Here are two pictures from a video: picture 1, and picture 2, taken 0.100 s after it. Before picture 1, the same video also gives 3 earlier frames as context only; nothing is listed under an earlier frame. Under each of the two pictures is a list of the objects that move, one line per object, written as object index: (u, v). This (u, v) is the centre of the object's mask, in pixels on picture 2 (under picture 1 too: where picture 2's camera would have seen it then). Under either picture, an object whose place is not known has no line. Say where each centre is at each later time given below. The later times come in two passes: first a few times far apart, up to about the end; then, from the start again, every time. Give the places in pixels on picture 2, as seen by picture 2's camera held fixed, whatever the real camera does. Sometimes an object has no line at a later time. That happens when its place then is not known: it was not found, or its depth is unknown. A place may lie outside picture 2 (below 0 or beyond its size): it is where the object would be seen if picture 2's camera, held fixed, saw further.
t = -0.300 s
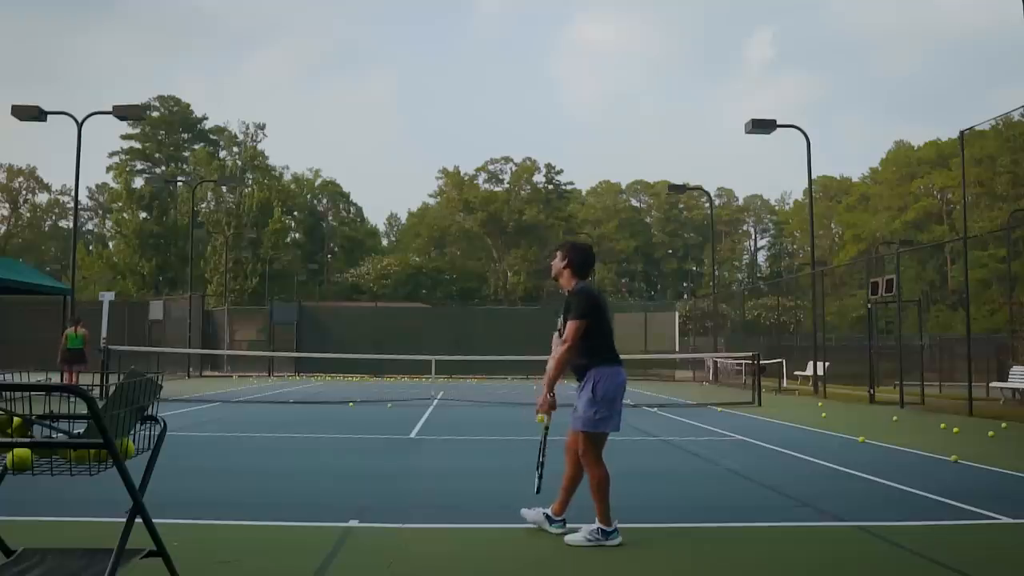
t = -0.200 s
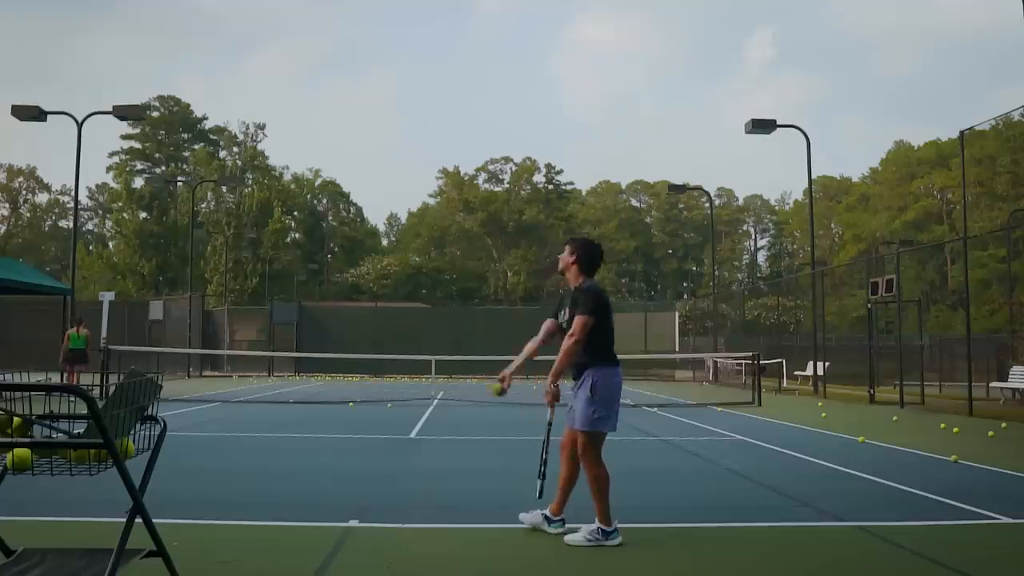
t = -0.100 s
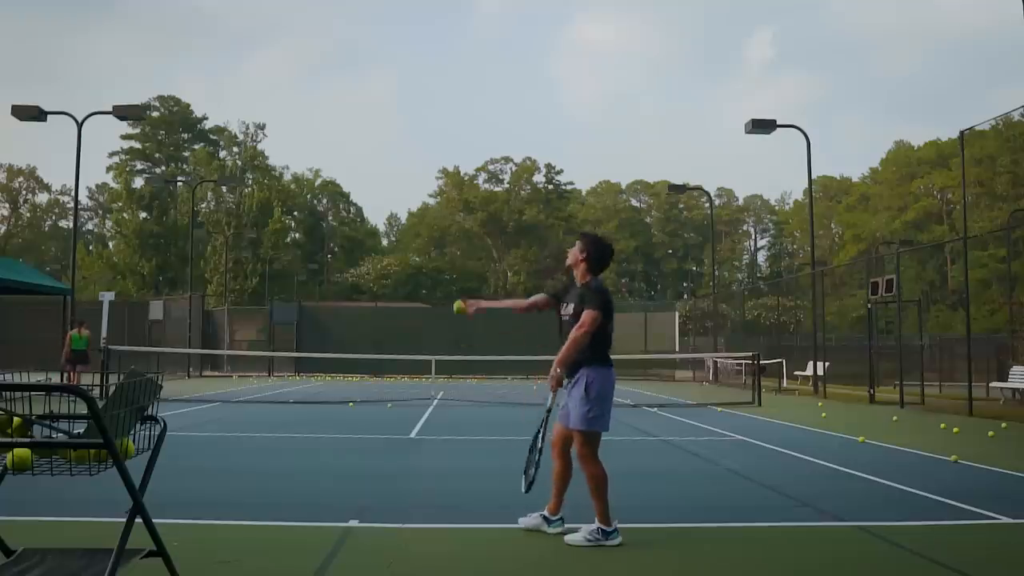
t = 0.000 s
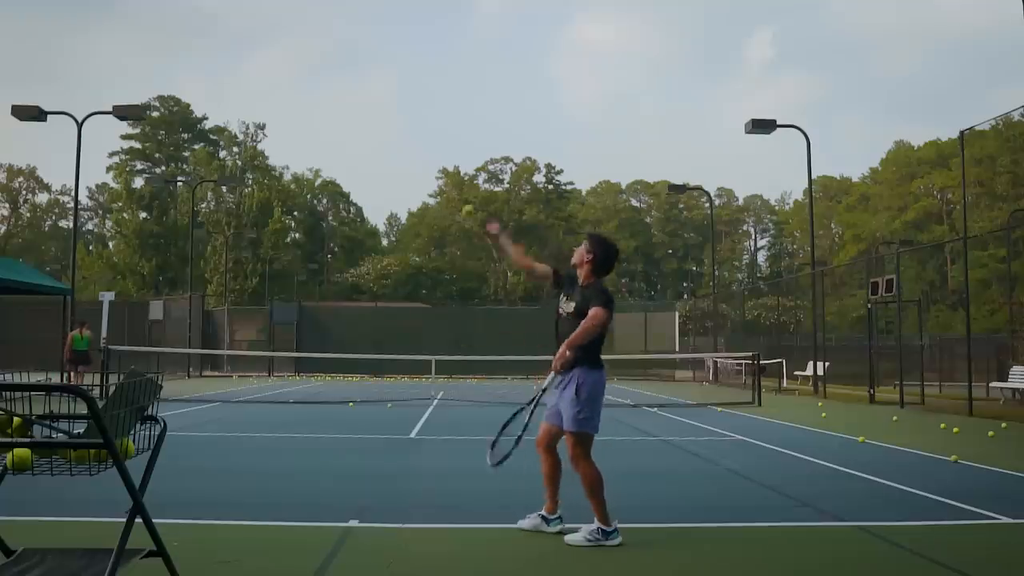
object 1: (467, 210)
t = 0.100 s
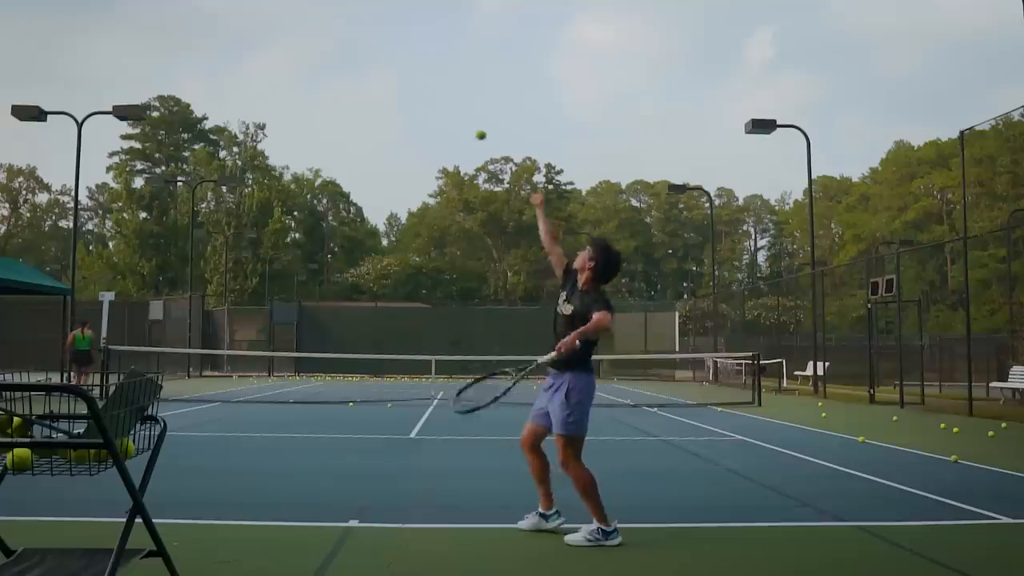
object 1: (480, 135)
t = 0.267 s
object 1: (499, 50)
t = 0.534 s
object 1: (527, 10)
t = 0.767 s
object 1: (550, 60)
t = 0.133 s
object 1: (484, 114)
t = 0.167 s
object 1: (488, 95)
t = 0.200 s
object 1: (492, 78)
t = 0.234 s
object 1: (496, 62)
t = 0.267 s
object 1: (499, 50)
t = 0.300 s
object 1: (503, 39)
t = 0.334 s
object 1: (507, 30)
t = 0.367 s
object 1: (510, 22)
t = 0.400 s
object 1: (514, 17)
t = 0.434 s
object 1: (517, 13)
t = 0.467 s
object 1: (520, 10)
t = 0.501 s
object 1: (524, 10)
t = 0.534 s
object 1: (527, 10)
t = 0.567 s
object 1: (530, 13)
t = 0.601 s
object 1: (534, 17)
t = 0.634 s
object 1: (537, 22)
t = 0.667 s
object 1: (540, 30)
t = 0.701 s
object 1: (544, 38)
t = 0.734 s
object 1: (547, 49)
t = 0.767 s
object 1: (550, 60)
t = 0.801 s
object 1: (554, 73)
